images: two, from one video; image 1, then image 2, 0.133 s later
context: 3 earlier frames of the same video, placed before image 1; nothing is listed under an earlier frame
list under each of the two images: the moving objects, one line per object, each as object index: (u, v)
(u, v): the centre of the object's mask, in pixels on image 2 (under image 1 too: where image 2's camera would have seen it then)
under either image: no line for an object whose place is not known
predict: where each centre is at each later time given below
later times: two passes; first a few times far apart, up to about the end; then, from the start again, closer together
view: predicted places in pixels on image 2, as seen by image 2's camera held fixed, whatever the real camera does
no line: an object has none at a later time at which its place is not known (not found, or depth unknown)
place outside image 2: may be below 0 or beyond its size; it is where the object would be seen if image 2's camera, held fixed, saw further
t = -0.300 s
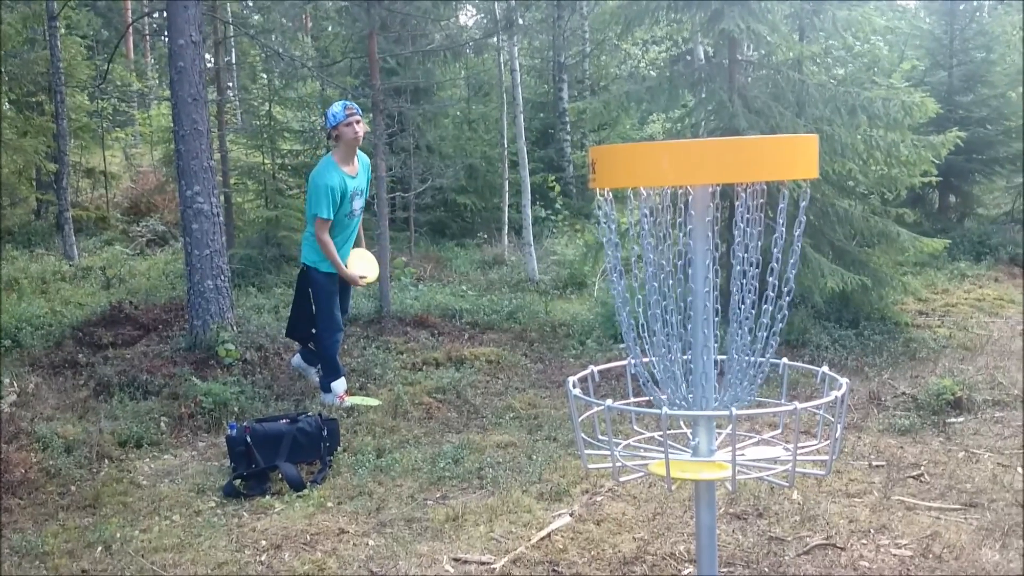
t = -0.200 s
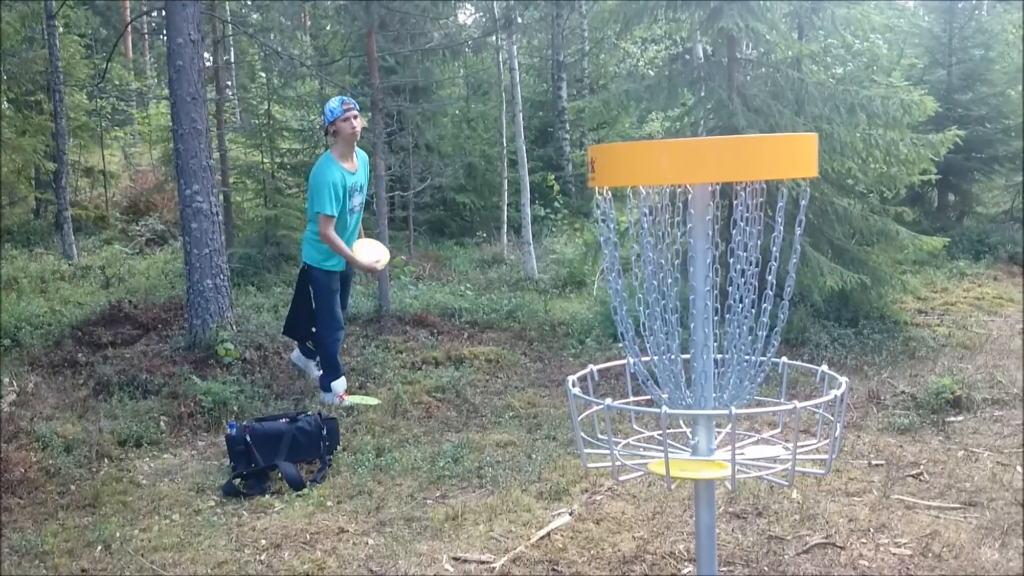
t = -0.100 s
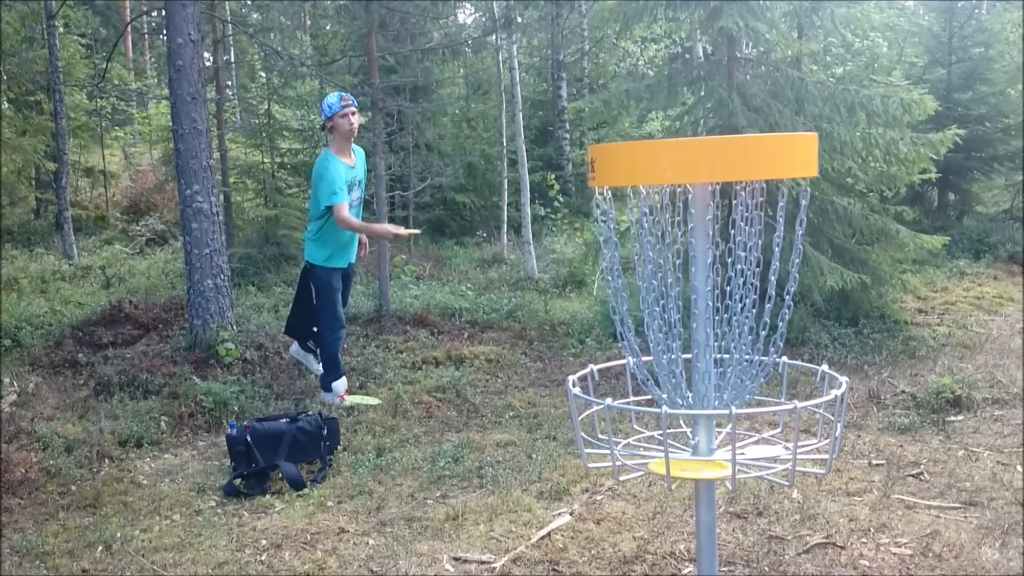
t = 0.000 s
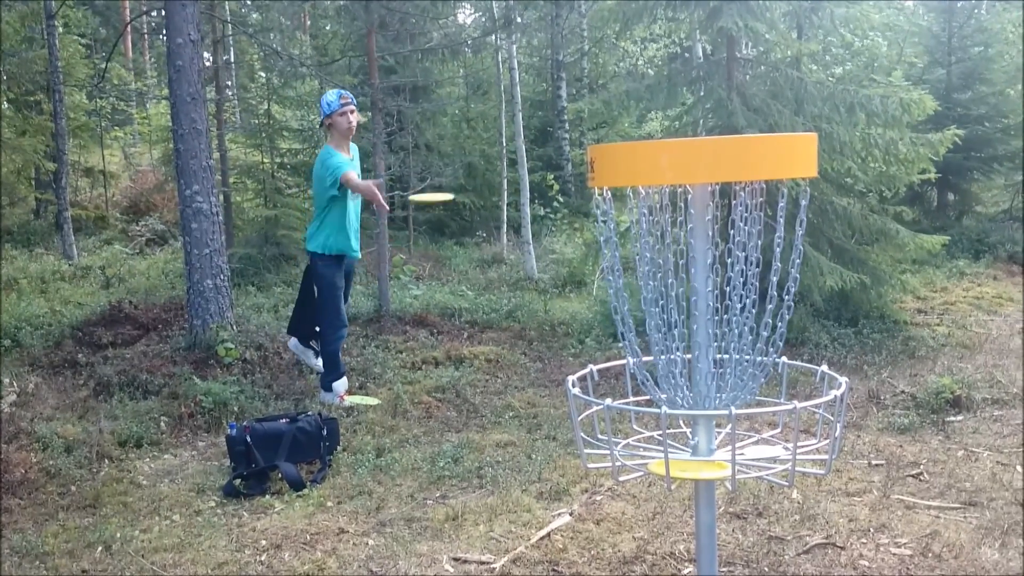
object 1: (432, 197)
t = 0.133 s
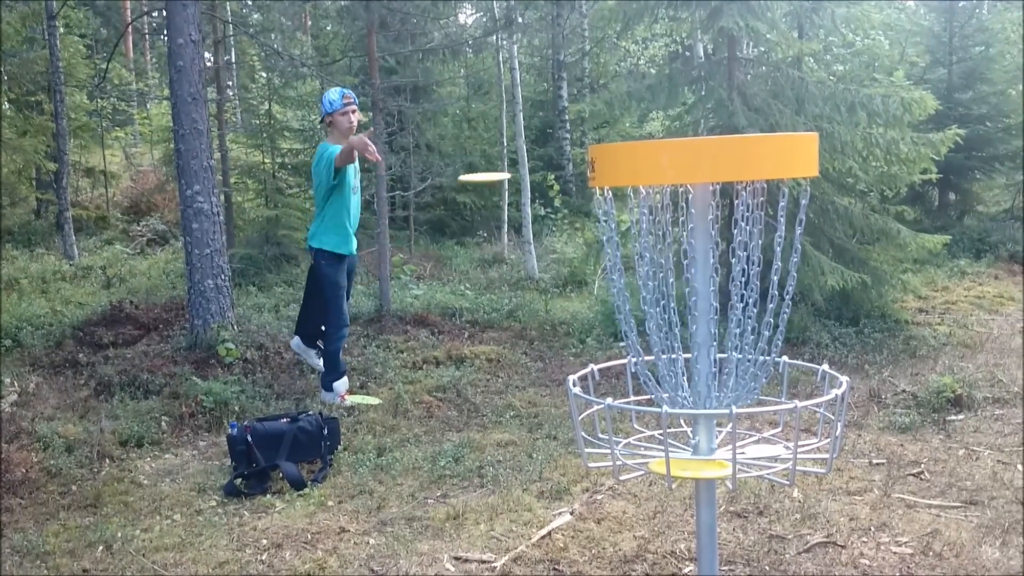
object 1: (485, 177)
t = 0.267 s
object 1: (558, 201)
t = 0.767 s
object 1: (753, 416)
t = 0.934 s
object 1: (740, 429)
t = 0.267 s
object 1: (558, 201)
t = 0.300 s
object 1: (577, 217)
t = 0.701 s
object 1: (772, 412)
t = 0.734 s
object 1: (764, 415)
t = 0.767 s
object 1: (753, 416)
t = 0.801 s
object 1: (747, 415)
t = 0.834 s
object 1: (739, 420)
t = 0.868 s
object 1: (739, 424)
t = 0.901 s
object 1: (740, 428)
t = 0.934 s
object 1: (740, 429)
